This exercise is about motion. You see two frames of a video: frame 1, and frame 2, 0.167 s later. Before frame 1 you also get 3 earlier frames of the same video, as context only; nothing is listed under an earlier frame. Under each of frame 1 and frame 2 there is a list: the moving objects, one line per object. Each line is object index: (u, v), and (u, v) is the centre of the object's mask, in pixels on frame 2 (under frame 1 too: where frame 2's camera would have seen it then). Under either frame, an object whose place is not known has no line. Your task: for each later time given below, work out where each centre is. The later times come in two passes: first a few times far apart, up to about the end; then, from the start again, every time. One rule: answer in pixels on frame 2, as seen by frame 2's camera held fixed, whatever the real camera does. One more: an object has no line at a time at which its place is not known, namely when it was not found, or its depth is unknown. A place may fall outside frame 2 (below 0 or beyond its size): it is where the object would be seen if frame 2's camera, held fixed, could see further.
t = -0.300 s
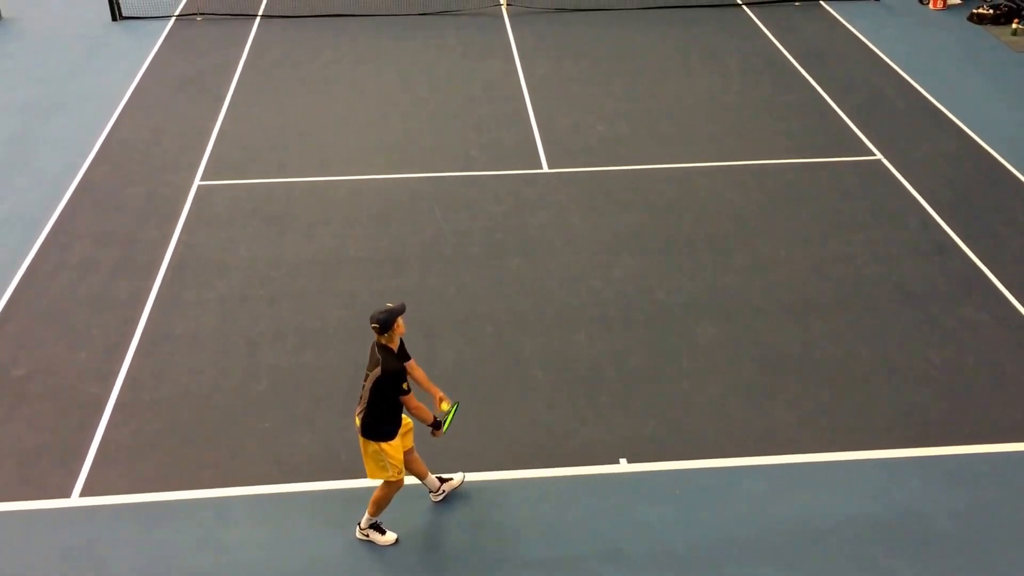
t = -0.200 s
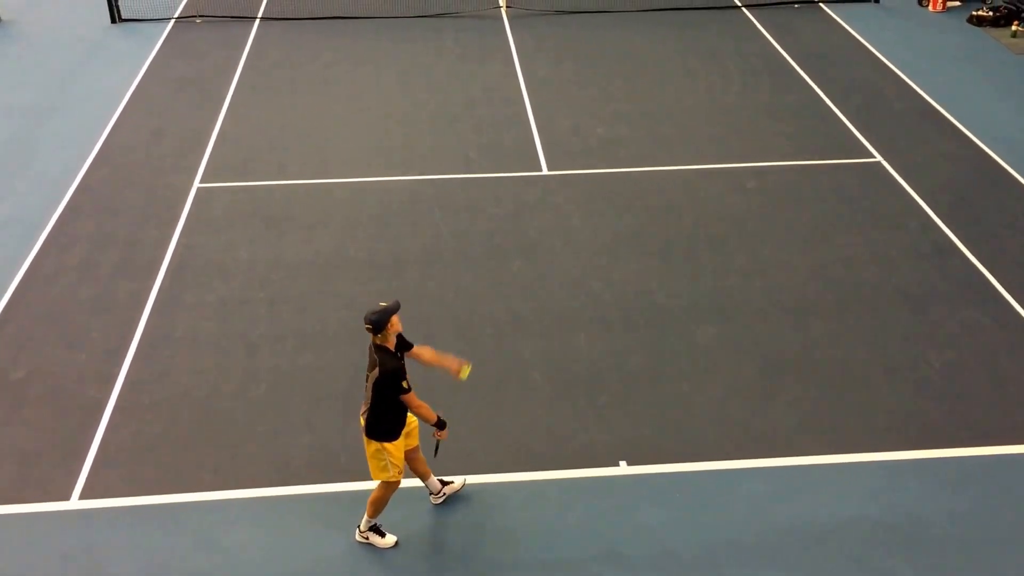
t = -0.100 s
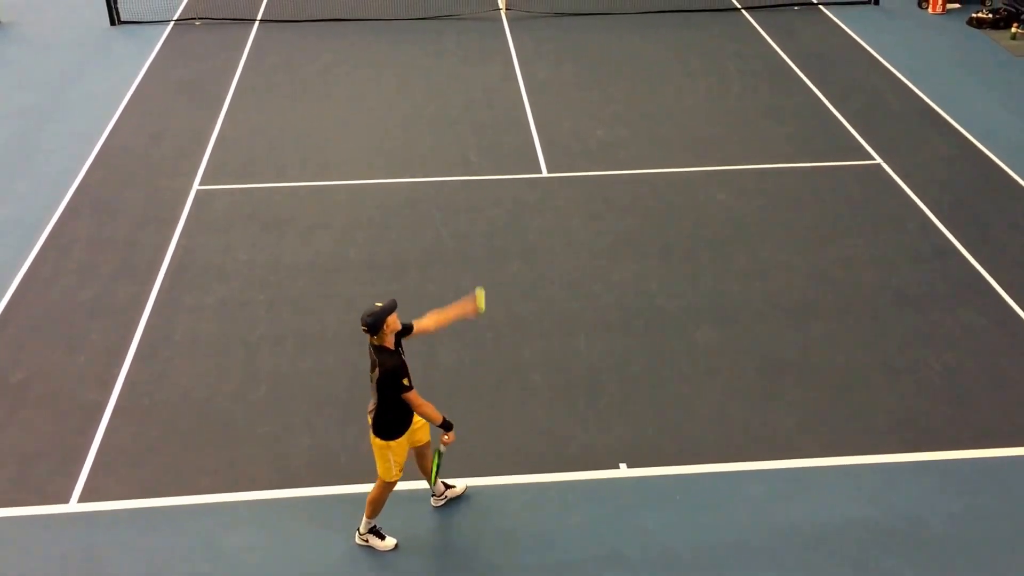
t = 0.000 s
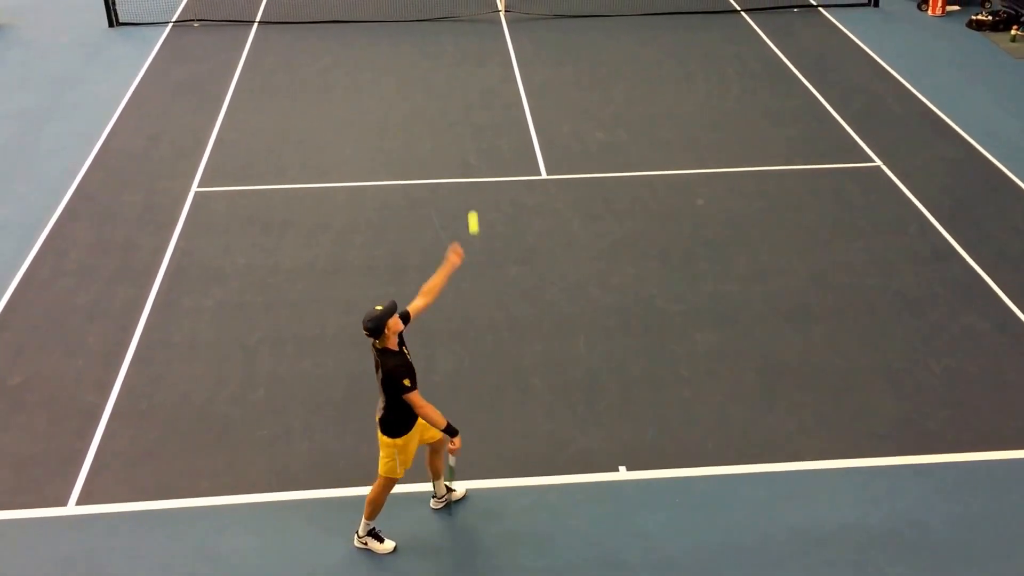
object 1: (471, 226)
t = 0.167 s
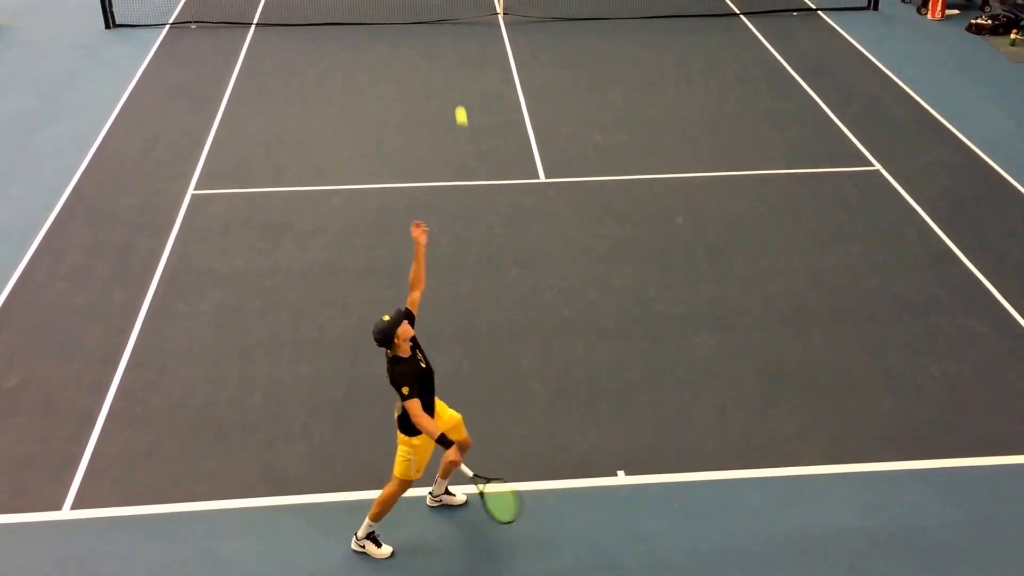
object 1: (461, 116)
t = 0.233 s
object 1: (457, 82)
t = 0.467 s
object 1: (446, 11)
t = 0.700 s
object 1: (437, 21)
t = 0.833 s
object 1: (433, 64)
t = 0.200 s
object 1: (459, 98)
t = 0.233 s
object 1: (457, 82)
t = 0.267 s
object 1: (456, 66)
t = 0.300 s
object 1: (454, 53)
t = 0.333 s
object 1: (452, 41)
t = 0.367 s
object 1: (450, 31)
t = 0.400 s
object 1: (449, 22)
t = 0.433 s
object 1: (447, 16)
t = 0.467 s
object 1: (446, 11)
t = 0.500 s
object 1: (444, 7)
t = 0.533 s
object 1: (443, 5)
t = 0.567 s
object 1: (442, 4)
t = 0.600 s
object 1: (440, 6)
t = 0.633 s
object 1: (439, 10)
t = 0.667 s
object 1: (438, 15)
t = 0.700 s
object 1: (437, 21)
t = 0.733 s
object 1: (435, 30)
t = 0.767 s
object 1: (435, 40)
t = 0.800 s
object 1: (433, 51)
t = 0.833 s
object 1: (433, 64)
